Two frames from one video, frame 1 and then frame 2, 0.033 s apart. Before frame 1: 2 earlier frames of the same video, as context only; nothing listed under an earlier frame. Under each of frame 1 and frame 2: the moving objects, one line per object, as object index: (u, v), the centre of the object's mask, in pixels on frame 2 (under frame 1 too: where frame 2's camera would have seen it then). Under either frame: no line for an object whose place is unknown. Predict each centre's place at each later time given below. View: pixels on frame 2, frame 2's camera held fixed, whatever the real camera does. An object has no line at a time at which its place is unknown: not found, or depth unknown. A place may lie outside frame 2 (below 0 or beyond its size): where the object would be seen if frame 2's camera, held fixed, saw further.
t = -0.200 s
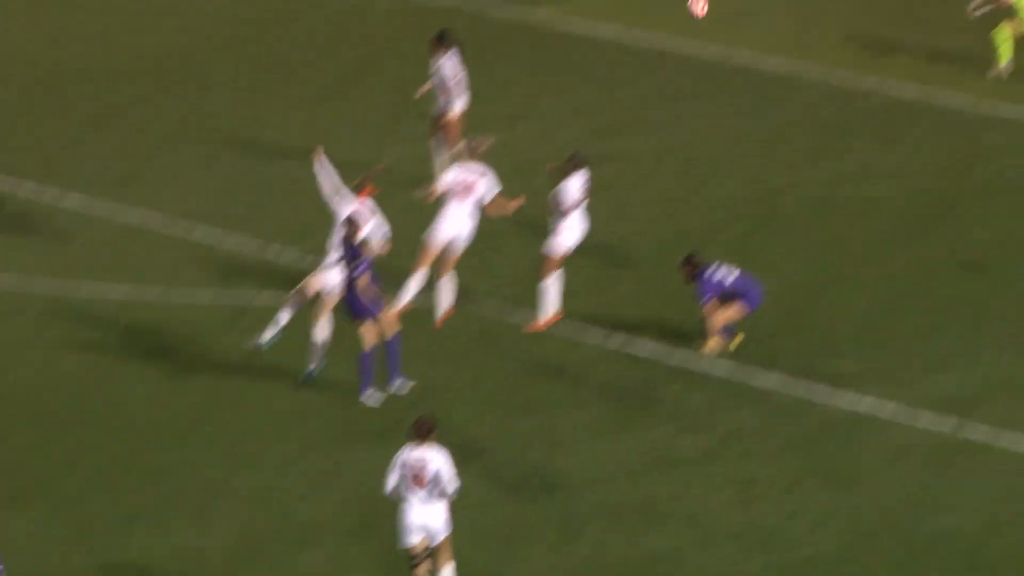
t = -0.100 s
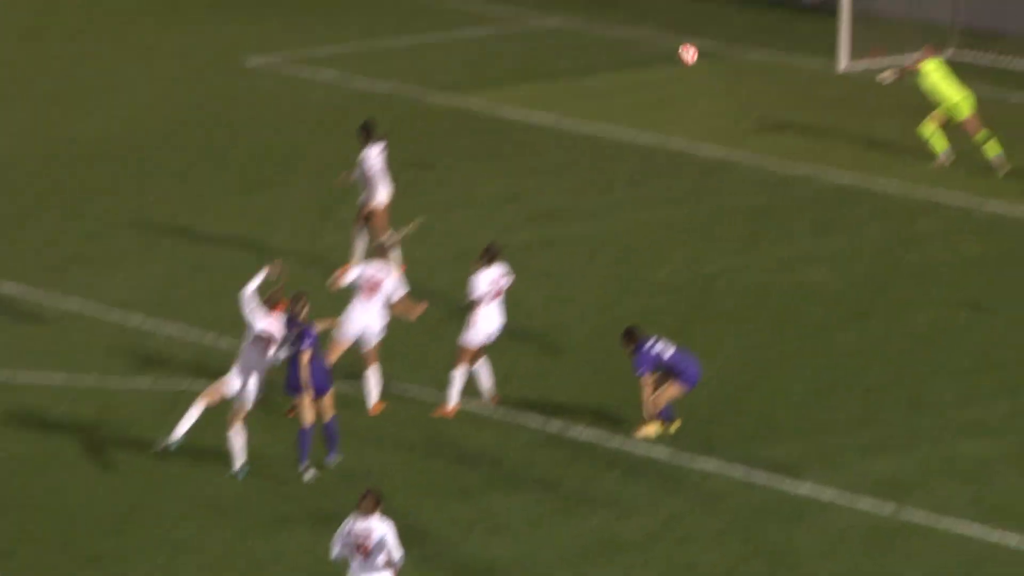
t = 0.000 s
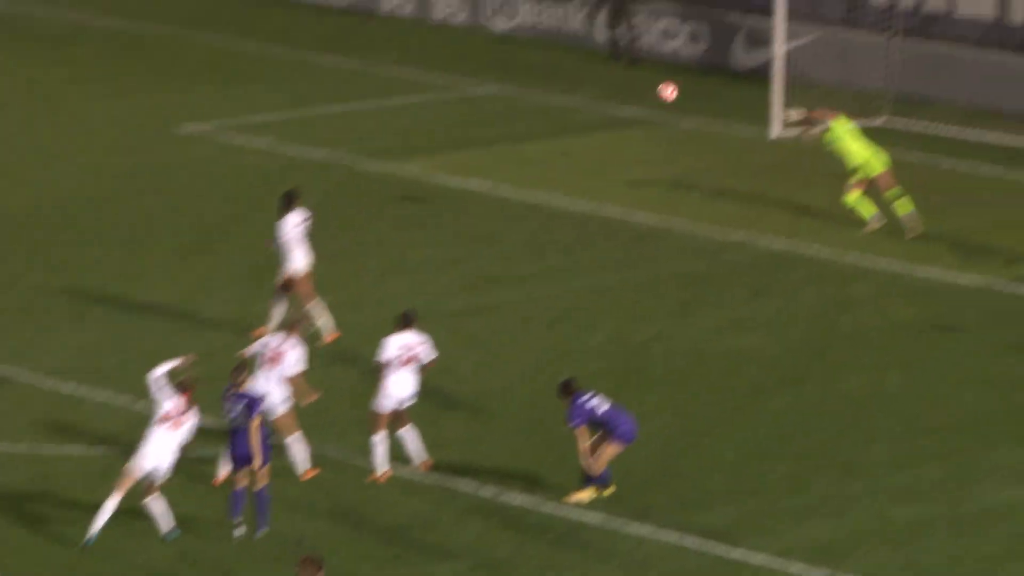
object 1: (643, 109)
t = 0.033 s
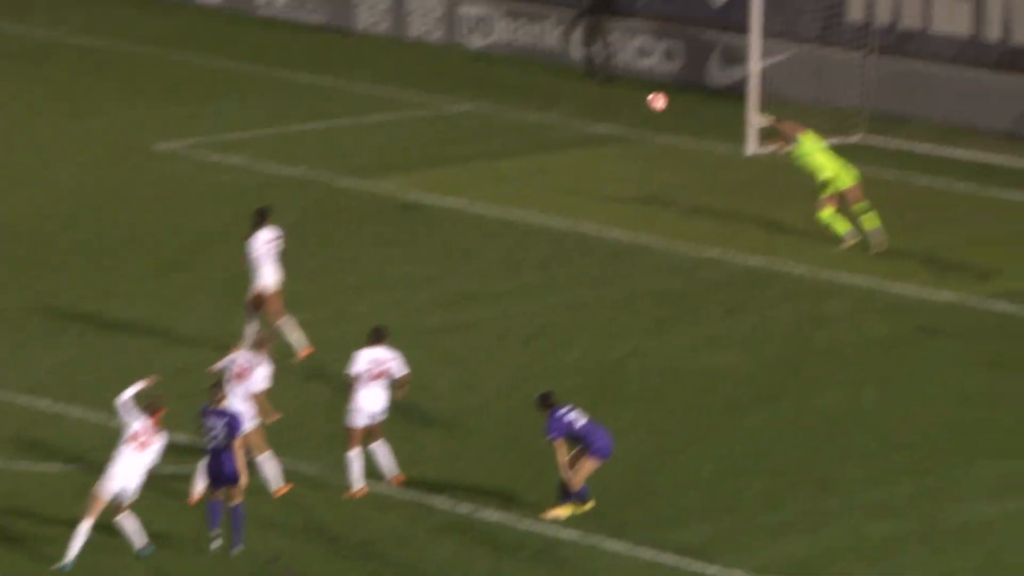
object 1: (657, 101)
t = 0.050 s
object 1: (664, 98)
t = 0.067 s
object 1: (670, 94)
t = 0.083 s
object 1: (676, 92)
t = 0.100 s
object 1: (682, 89)
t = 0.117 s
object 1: (688, 87)
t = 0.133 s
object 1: (693, 85)
